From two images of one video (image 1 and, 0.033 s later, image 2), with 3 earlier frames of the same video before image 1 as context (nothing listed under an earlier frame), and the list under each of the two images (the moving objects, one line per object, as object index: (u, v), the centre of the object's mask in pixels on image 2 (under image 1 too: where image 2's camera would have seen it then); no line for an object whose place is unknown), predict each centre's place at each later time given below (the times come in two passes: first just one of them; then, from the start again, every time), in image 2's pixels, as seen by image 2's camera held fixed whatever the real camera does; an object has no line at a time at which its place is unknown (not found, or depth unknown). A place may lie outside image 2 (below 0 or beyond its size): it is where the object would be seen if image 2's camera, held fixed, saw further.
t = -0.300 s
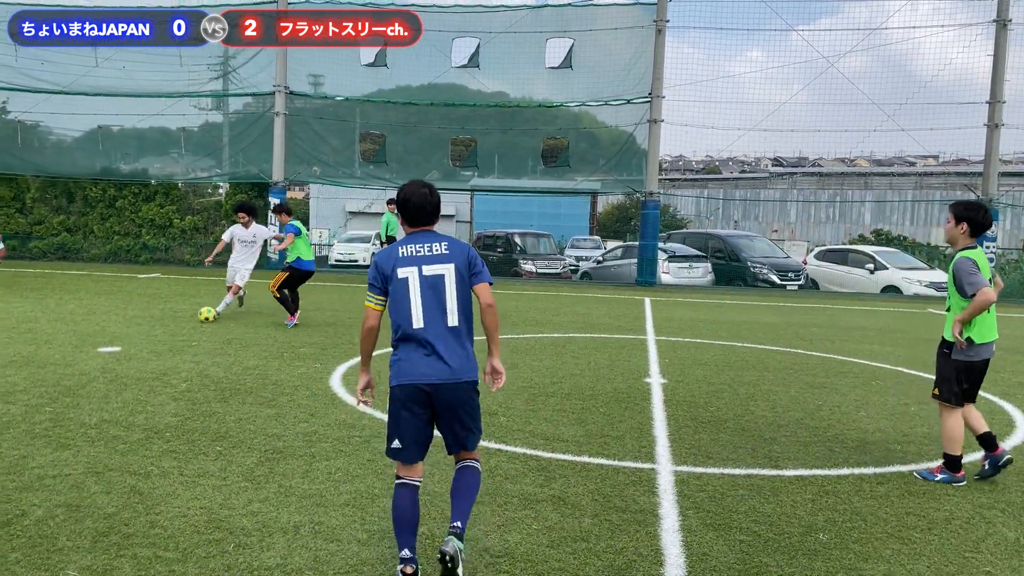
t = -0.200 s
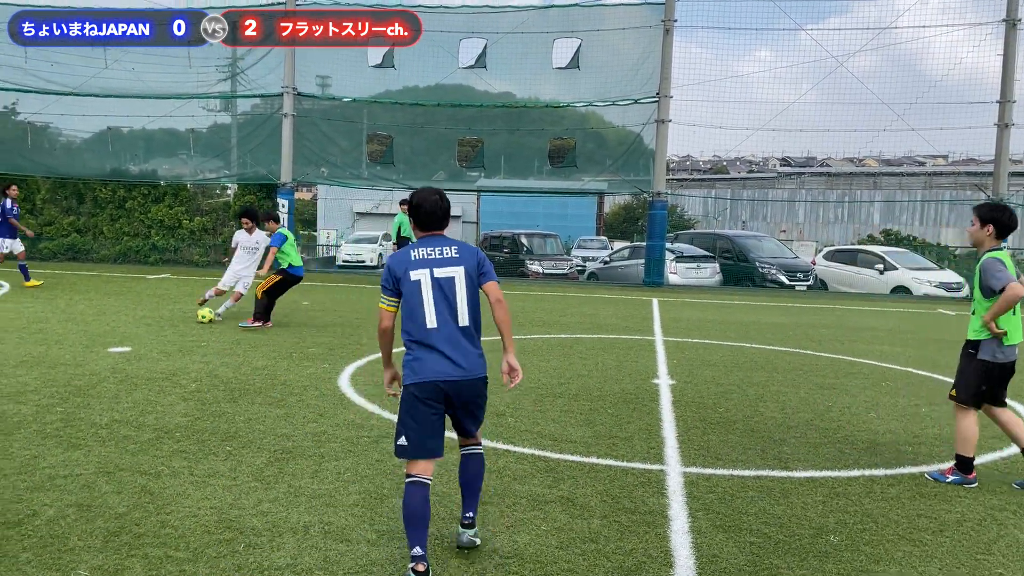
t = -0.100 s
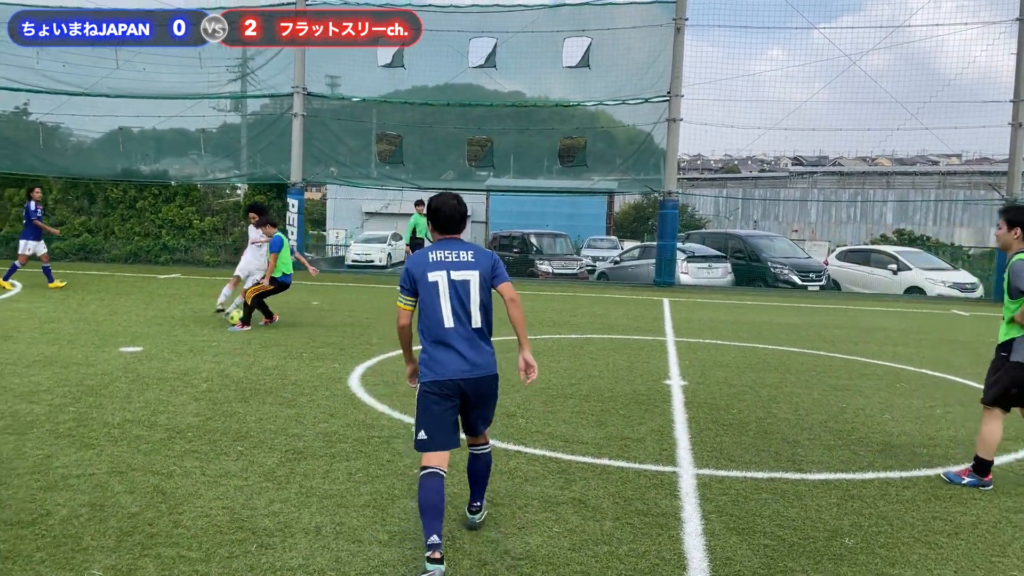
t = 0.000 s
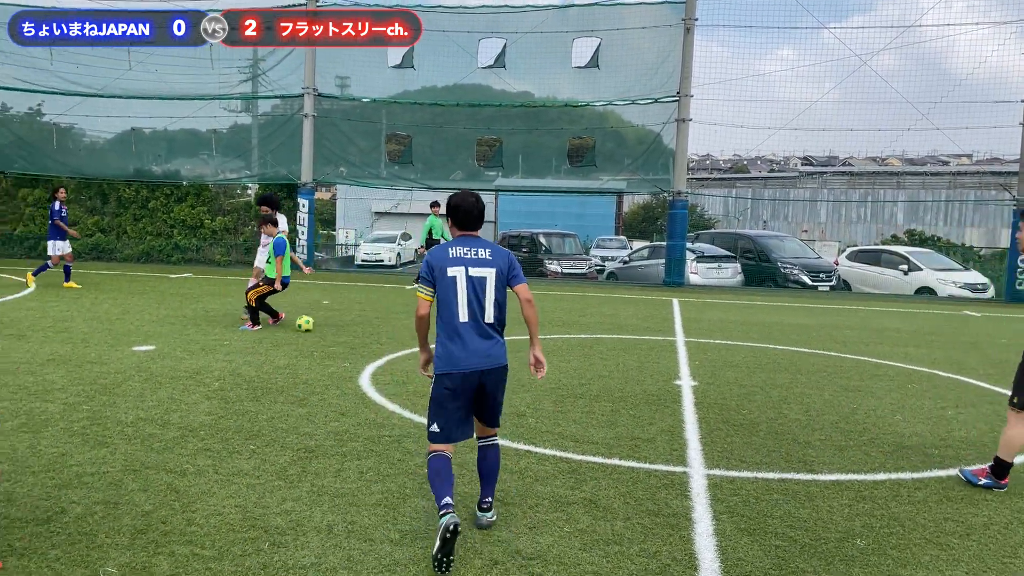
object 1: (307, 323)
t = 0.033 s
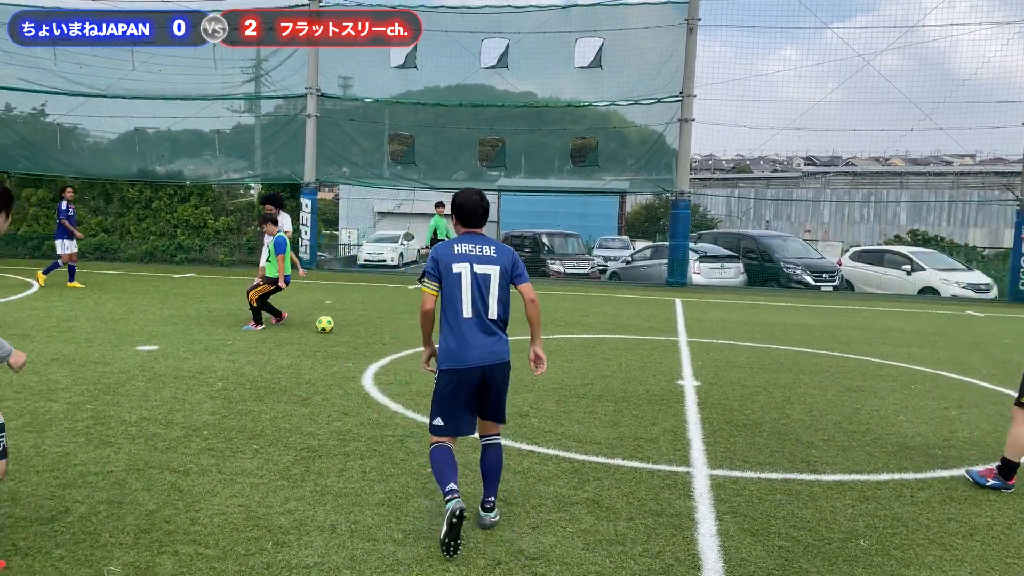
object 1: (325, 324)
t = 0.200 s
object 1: (408, 333)
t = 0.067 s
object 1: (342, 326)
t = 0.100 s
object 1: (359, 328)
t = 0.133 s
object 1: (377, 330)
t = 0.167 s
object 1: (393, 331)
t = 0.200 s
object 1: (408, 333)
